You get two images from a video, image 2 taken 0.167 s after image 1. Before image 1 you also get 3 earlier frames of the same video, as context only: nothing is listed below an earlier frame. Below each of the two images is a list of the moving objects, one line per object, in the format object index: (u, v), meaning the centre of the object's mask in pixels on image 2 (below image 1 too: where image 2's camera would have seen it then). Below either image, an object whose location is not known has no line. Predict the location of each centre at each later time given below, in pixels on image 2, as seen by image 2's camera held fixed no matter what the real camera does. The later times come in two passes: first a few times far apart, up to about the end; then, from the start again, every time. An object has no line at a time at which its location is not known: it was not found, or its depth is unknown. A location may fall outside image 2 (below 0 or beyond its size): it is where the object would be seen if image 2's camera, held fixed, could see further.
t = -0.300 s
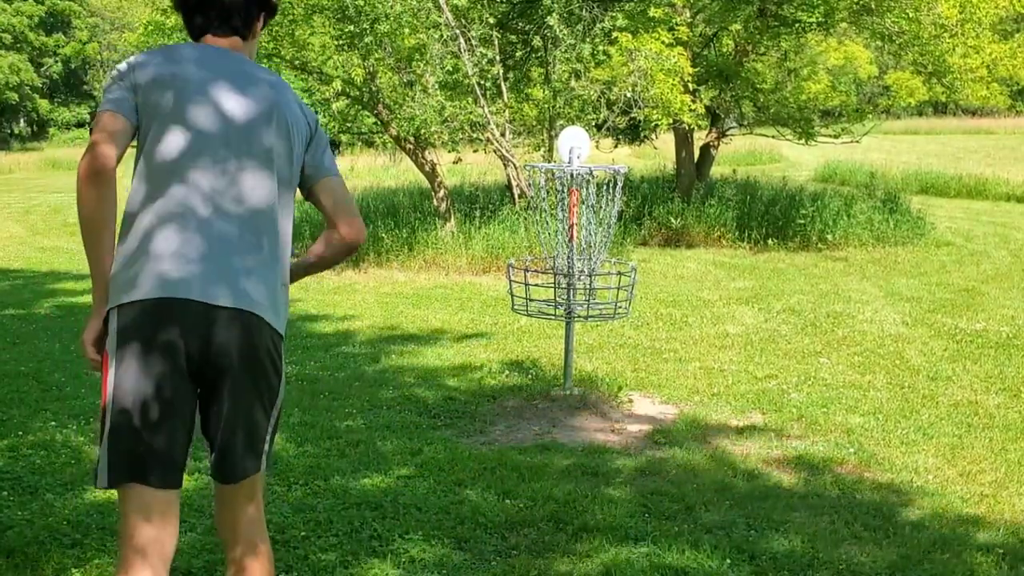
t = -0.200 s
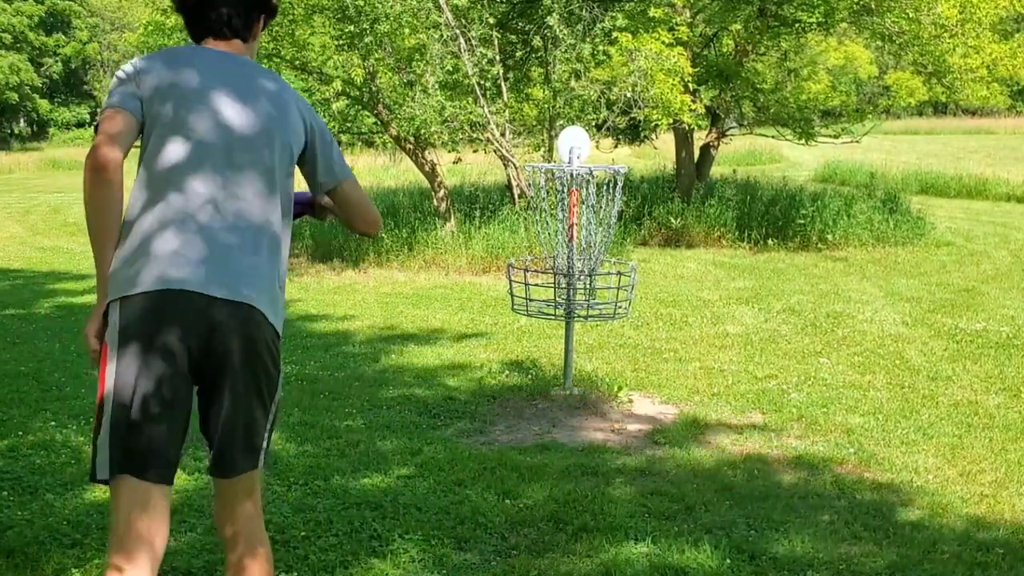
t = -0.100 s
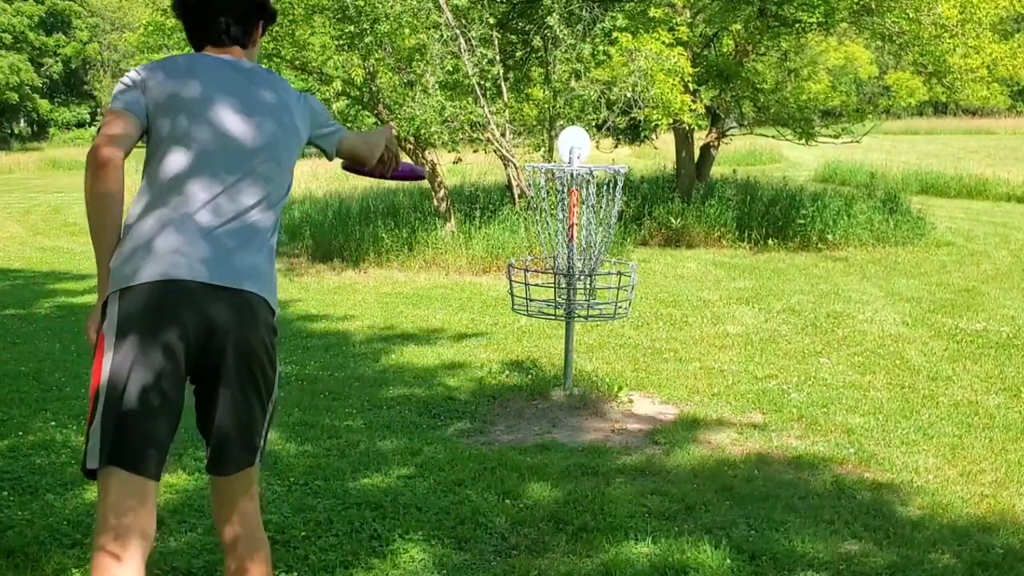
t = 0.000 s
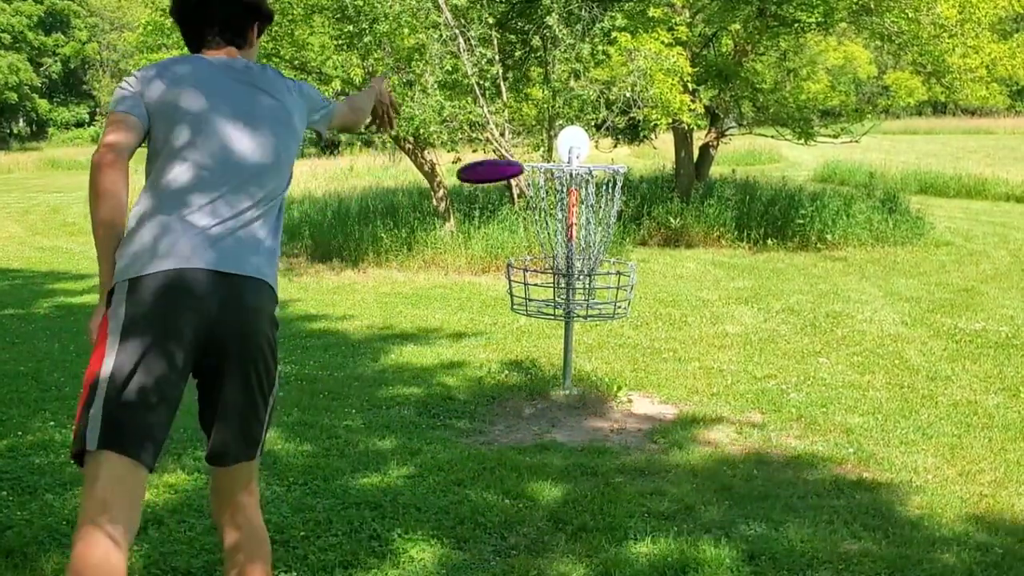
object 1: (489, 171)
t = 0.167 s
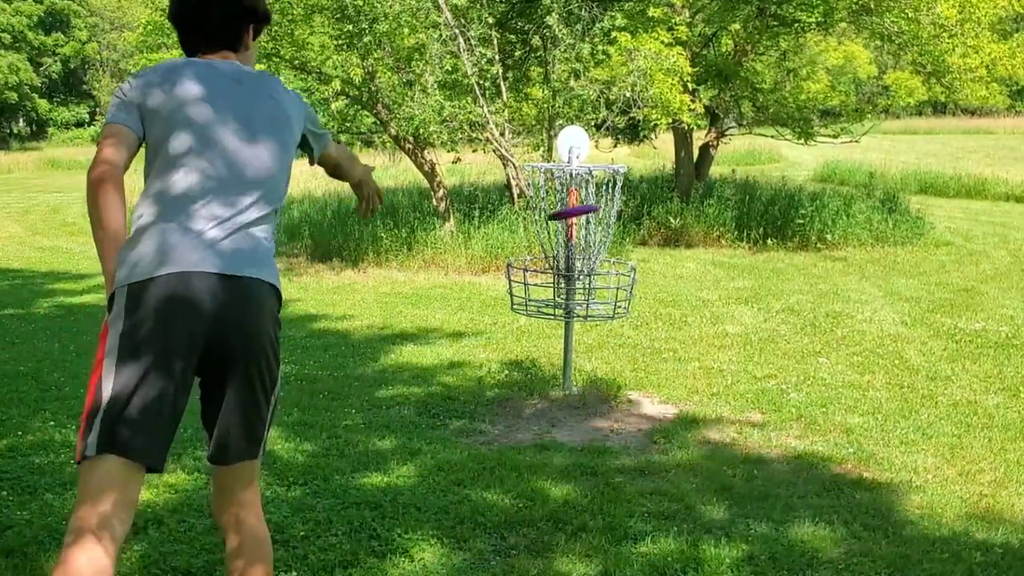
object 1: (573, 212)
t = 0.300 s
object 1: (582, 229)
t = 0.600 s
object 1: (575, 290)
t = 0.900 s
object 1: (570, 293)
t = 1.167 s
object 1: (570, 295)
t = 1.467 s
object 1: (571, 295)
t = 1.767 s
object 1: (570, 295)
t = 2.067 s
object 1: (570, 295)
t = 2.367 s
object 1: (570, 295)
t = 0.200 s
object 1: (581, 218)
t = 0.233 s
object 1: (583, 220)
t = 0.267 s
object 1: (585, 224)
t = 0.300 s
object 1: (582, 229)
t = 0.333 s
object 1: (581, 237)
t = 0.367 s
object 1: (581, 246)
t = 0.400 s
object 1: (581, 256)
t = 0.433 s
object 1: (580, 265)
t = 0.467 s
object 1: (579, 276)
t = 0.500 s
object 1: (576, 288)
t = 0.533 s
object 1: (575, 289)
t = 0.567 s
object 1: (575, 290)
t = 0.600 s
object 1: (575, 290)
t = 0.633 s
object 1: (575, 292)
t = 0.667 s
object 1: (575, 292)
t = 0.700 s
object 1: (574, 292)
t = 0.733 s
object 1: (573, 292)
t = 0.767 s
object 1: (572, 293)
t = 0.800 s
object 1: (572, 292)
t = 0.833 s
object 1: (571, 292)
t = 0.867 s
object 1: (570, 293)
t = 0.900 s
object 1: (570, 293)
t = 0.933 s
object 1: (570, 293)
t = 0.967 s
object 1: (569, 293)
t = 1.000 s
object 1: (570, 294)
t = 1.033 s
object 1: (570, 294)
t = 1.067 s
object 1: (570, 294)
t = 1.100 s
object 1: (570, 295)
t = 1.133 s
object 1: (570, 295)
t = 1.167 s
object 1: (570, 295)
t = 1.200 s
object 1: (570, 295)
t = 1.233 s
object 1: (570, 295)
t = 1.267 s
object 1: (570, 295)
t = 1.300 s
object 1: (571, 295)
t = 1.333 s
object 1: (570, 295)
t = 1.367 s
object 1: (570, 295)
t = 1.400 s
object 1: (570, 295)
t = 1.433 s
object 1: (570, 295)
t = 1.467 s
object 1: (571, 295)
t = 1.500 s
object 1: (571, 295)
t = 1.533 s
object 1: (571, 295)
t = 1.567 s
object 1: (570, 295)
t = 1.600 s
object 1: (571, 295)
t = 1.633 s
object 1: (571, 295)
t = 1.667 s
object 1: (571, 295)
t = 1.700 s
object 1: (570, 295)
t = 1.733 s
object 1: (570, 295)
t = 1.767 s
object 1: (570, 295)
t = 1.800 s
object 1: (570, 295)
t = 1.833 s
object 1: (570, 295)
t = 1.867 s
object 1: (571, 295)
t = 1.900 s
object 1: (570, 295)
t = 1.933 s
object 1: (570, 295)
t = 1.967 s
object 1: (570, 295)
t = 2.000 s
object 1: (570, 295)
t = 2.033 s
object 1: (570, 295)
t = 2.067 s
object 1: (570, 295)
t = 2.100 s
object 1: (570, 295)
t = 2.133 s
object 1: (570, 295)
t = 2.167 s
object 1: (570, 295)
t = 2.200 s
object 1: (570, 295)
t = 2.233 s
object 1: (570, 295)
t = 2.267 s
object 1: (570, 295)
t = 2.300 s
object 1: (570, 295)
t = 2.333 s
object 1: (570, 295)
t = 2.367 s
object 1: (570, 295)
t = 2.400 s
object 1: (570, 295)
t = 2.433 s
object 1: (570, 295)
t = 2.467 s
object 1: (570, 295)
